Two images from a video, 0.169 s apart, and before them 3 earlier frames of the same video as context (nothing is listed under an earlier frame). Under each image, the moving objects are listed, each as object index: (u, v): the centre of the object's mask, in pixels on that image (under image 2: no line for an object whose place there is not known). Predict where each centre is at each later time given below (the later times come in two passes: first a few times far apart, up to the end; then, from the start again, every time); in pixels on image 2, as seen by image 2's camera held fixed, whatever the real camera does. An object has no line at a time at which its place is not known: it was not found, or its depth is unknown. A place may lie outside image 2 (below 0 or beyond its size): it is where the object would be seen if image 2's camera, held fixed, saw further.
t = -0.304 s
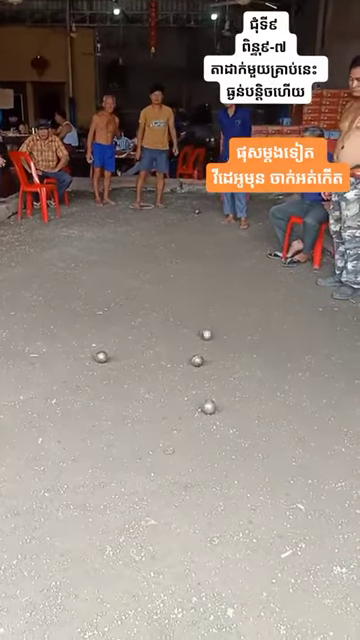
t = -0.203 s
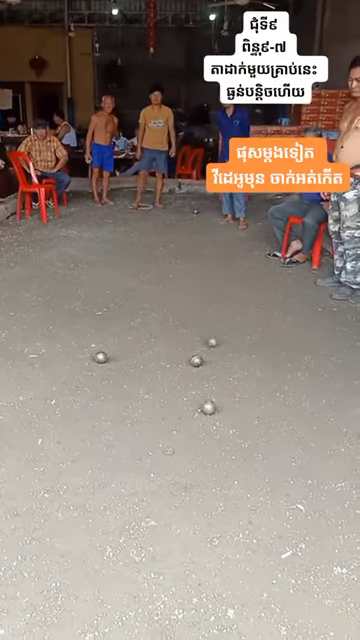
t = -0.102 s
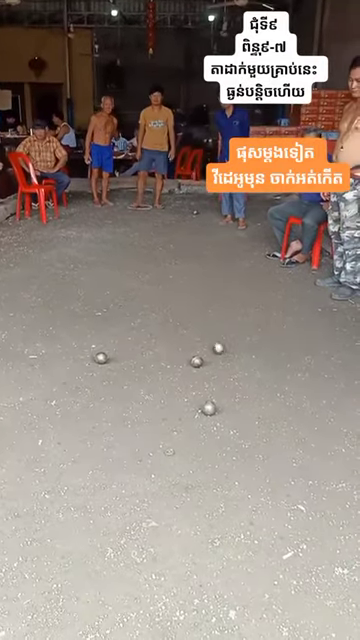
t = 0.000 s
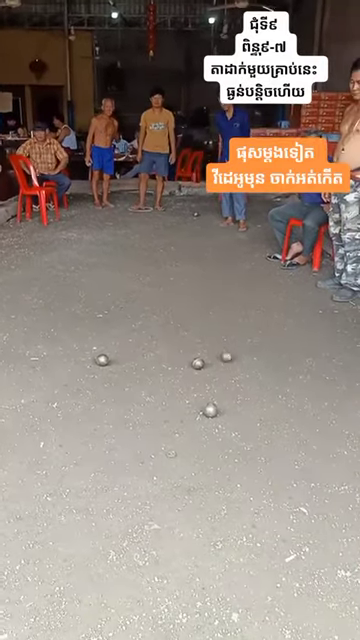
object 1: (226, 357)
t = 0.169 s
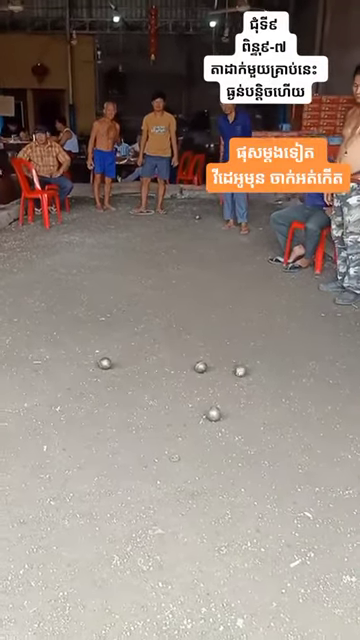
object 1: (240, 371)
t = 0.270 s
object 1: (247, 377)
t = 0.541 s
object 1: (265, 393)
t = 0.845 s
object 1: (282, 407)
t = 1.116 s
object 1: (291, 417)
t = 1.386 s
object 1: (299, 427)
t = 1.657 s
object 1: (312, 431)
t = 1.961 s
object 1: (329, 437)
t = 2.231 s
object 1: (340, 440)
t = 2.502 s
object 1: (347, 445)
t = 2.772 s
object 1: (351, 448)
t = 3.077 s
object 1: (354, 450)
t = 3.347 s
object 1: (355, 449)
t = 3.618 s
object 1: (354, 450)
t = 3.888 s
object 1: (354, 450)
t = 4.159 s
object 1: (354, 450)
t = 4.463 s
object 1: (354, 450)
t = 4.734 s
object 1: (355, 450)
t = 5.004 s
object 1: (355, 450)
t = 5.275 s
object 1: (355, 450)
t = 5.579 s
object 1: (354, 450)
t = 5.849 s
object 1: (354, 450)
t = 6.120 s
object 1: (354, 450)
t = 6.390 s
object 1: (354, 450)
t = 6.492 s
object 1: (354, 450)
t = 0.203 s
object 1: (242, 373)
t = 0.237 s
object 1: (245, 375)
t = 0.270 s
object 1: (247, 377)
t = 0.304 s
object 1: (250, 379)
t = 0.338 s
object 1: (252, 380)
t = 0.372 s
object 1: (254, 382)
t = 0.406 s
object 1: (256, 385)
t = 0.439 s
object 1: (258, 386)
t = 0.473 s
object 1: (261, 388)
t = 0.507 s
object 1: (263, 391)
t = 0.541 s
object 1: (265, 393)
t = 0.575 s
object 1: (269, 395)
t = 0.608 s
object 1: (270, 396)
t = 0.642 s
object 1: (272, 397)
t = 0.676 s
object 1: (275, 399)
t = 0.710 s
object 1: (276, 401)
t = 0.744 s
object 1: (278, 402)
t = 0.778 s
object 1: (279, 404)
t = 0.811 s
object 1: (280, 405)
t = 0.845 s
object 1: (282, 407)
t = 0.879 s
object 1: (283, 408)
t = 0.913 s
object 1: (284, 410)
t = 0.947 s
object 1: (285, 411)
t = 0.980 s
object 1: (287, 413)
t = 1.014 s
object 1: (288, 414)
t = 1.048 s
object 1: (289, 415)
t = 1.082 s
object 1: (289, 416)
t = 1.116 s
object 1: (291, 417)
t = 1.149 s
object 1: (292, 419)
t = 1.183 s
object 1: (292, 420)
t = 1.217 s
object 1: (293, 421)
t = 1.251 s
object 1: (294, 423)
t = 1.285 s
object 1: (296, 424)
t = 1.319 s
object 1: (297, 425)
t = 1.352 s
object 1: (298, 426)
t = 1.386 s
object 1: (299, 427)
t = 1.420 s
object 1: (300, 427)
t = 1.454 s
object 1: (302, 428)
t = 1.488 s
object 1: (304, 428)
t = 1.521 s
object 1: (305, 429)
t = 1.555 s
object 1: (308, 429)
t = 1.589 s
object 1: (310, 430)
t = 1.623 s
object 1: (311, 431)
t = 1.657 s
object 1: (312, 431)
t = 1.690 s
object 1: (314, 432)
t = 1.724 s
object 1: (316, 432)
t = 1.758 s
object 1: (318, 433)
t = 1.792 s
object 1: (320, 433)
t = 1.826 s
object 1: (322, 434)
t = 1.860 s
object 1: (323, 435)
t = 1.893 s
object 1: (326, 436)
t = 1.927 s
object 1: (327, 437)
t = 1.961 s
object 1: (329, 437)
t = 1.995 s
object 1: (330, 438)
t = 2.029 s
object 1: (331, 438)
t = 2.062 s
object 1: (333, 439)
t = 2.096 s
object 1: (334, 439)
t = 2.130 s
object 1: (336, 439)
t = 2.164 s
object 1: (337, 439)
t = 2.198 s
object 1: (339, 440)
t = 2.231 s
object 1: (340, 440)
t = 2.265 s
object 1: (341, 441)
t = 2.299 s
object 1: (341, 442)
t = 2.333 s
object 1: (343, 442)
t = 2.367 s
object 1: (343, 442)
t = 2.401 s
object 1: (344, 443)
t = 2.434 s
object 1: (345, 444)
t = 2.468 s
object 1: (346, 444)
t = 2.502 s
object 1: (347, 445)
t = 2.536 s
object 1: (347, 445)
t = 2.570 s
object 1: (348, 446)
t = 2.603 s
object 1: (349, 446)
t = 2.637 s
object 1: (349, 446)
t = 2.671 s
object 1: (350, 447)
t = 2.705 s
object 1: (351, 447)
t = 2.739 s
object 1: (351, 447)
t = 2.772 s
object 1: (351, 448)
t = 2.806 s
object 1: (352, 448)
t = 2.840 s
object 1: (353, 449)
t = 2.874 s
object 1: (353, 450)
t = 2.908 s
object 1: (354, 450)
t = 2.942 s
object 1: (354, 450)
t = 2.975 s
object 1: (355, 450)
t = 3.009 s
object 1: (355, 451)
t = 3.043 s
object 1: (355, 451)
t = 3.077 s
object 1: (354, 450)
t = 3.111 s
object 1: (354, 450)
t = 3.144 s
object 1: (353, 450)
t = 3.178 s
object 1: (353, 450)
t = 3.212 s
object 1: (353, 450)
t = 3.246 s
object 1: (354, 449)
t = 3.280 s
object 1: (354, 449)
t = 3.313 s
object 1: (355, 449)
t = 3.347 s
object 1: (355, 449)
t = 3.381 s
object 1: (354, 450)
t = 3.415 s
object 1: (354, 450)
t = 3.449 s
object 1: (354, 450)
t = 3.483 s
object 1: (354, 450)
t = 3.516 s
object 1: (354, 450)
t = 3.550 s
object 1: (354, 450)
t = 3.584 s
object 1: (354, 450)
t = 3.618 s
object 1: (354, 450)
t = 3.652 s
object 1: (354, 450)
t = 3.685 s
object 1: (354, 450)
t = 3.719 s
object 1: (354, 450)
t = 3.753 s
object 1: (354, 450)
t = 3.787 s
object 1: (354, 450)
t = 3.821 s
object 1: (354, 450)
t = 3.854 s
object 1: (354, 450)
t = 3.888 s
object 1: (354, 450)
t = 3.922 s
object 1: (354, 450)
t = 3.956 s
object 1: (354, 450)
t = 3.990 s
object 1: (354, 450)
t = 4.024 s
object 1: (354, 450)
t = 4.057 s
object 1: (354, 450)
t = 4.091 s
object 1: (355, 450)
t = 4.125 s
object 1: (354, 450)
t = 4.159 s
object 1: (354, 450)
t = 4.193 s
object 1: (355, 450)
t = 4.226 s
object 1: (355, 450)
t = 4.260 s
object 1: (354, 450)
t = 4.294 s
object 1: (355, 450)
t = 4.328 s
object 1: (354, 450)
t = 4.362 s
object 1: (354, 450)
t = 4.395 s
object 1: (354, 450)
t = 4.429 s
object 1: (354, 450)
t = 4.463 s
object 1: (354, 450)
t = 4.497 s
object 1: (354, 450)
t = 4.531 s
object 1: (355, 450)
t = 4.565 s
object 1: (354, 450)
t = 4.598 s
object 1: (354, 450)
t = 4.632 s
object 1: (355, 450)
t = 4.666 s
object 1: (355, 450)
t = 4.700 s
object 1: (354, 450)
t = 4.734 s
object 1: (355, 450)
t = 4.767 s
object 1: (355, 450)
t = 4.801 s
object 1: (355, 450)
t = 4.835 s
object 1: (355, 450)
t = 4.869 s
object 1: (355, 450)
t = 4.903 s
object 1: (355, 450)
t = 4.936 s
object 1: (355, 450)
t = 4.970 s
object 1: (355, 450)
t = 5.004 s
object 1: (355, 450)
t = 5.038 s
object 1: (355, 450)
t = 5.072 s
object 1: (355, 450)
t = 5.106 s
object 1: (355, 450)
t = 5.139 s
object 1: (355, 450)
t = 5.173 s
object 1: (355, 450)
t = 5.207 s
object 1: (354, 450)
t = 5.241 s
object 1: (355, 450)
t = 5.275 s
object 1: (355, 450)
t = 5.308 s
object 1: (355, 450)
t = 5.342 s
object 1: (355, 450)
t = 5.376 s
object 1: (354, 450)
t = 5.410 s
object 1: (355, 450)
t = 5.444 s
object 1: (355, 450)
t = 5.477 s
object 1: (355, 450)
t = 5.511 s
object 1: (355, 450)
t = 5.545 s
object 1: (355, 450)
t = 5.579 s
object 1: (354, 450)
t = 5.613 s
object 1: (354, 450)
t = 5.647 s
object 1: (354, 450)
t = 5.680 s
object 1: (354, 450)
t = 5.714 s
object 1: (354, 450)
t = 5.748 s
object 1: (354, 450)
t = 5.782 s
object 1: (354, 450)
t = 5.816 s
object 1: (354, 450)
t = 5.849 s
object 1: (354, 450)
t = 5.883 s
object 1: (354, 450)
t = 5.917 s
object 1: (354, 450)
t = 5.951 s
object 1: (354, 450)
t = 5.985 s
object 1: (354, 450)
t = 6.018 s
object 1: (354, 450)
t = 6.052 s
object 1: (354, 450)
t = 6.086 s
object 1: (354, 450)
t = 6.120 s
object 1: (354, 450)
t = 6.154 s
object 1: (354, 450)
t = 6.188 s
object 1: (354, 450)
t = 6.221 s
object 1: (354, 450)
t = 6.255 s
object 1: (354, 450)
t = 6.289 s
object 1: (354, 450)
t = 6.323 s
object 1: (354, 450)
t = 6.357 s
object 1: (354, 450)
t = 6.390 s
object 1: (354, 450)
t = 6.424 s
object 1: (354, 450)
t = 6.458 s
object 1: (354, 450)
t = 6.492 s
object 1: (354, 450)
